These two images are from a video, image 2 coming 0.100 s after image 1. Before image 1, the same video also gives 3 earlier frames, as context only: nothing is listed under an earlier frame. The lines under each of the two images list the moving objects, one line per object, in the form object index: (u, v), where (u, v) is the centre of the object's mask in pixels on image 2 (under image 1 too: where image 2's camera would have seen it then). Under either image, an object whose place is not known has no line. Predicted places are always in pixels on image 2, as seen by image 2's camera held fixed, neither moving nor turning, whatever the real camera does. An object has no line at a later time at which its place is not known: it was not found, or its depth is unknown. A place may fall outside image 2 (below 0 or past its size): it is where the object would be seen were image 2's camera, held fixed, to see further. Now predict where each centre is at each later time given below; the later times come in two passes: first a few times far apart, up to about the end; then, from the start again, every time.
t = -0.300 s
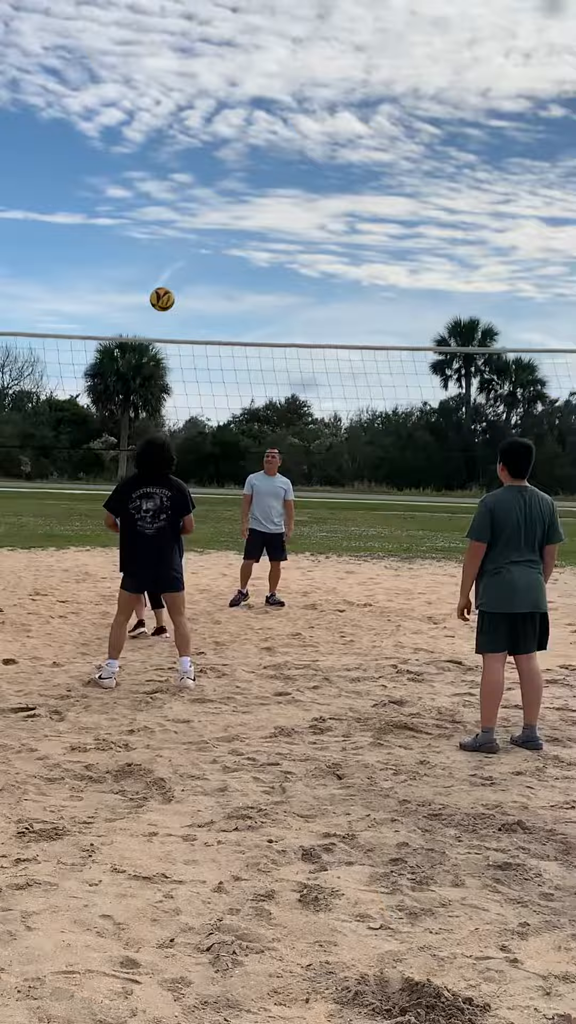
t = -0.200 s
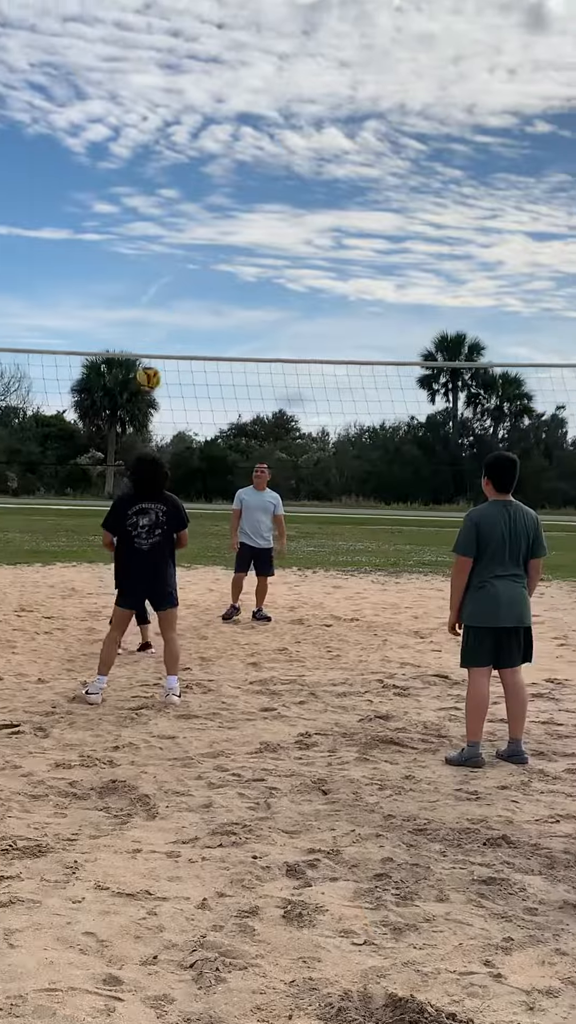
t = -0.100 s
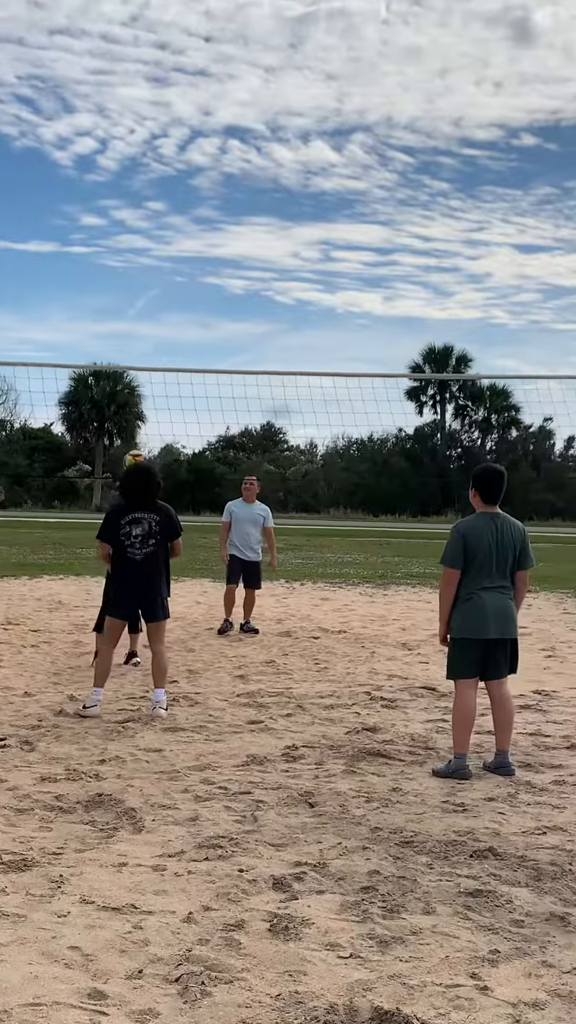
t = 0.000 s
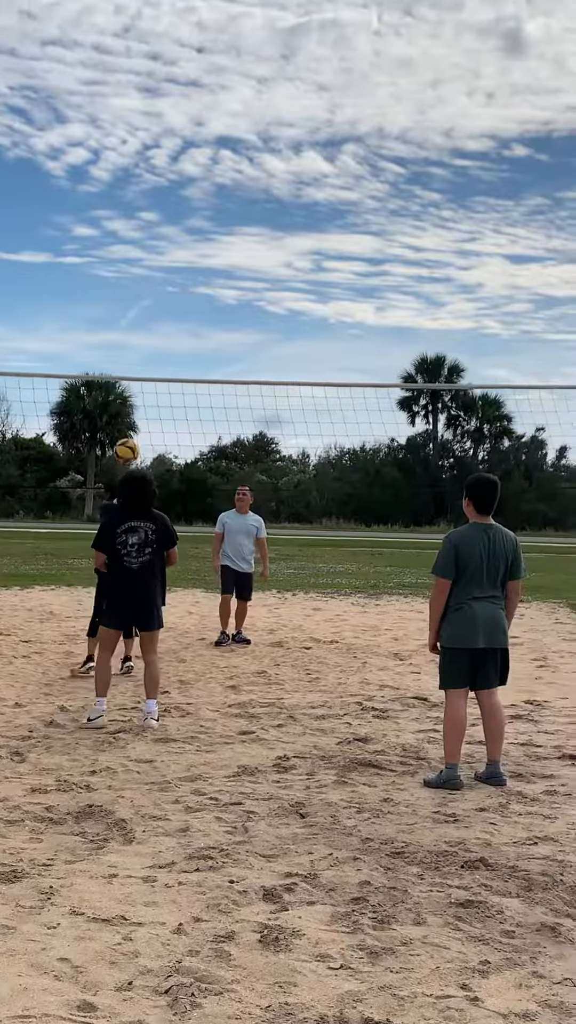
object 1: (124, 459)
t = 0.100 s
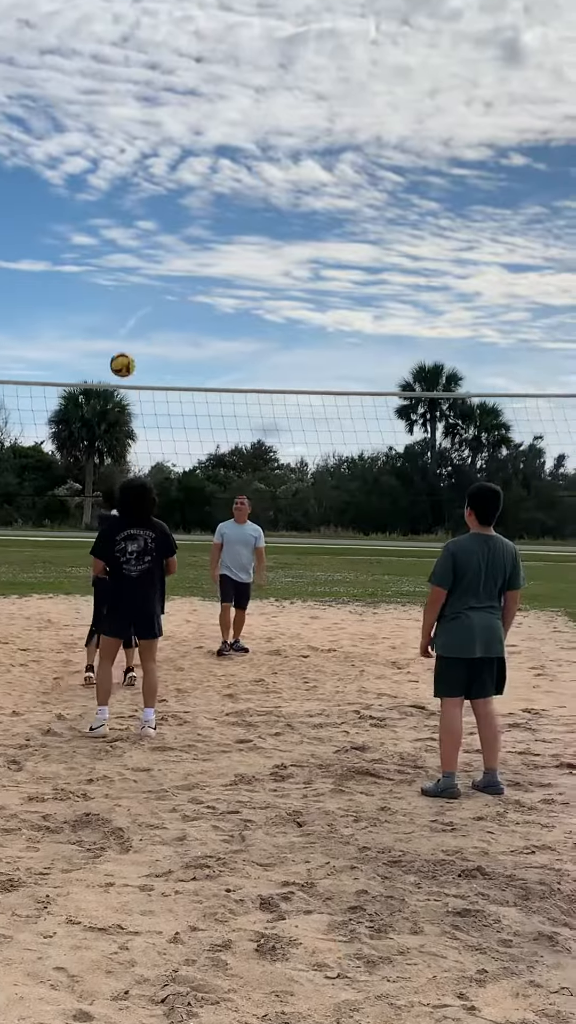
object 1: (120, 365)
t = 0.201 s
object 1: (119, 280)
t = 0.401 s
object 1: (115, 147)
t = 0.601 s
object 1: (112, 61)
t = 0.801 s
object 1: (108, 24)
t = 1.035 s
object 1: (100, 43)
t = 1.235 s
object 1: (93, 114)
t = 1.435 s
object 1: (79, 232)
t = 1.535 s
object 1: (71, 306)
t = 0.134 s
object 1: (119, 335)
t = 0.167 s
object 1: (118, 307)
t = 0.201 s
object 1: (119, 280)
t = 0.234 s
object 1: (117, 255)
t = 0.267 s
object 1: (117, 231)
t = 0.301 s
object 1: (117, 208)
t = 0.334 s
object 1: (116, 185)
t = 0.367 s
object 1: (114, 165)
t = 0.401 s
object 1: (115, 147)
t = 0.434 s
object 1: (115, 129)
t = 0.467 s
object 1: (115, 113)
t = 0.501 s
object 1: (113, 98)
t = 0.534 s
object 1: (113, 84)
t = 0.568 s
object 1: (112, 72)
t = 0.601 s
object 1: (112, 61)
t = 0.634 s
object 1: (112, 52)
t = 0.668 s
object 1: (110, 43)
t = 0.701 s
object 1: (110, 36)
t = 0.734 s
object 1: (110, 31)
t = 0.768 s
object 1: (109, 26)
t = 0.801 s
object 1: (108, 24)
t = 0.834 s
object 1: (108, 22)
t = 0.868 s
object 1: (107, 22)
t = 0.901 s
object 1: (106, 23)
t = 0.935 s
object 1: (105, 26)
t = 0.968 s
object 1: (103, 30)
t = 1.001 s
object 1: (102, 36)
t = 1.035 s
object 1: (100, 43)
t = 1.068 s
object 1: (100, 51)
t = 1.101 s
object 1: (98, 61)
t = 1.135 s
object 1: (96, 72)
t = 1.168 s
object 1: (95, 85)
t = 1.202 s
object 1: (93, 98)
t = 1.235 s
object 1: (93, 114)
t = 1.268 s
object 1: (90, 130)
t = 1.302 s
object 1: (89, 148)
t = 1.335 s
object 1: (85, 167)
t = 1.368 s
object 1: (84, 187)
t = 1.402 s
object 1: (82, 210)
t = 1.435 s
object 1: (79, 232)
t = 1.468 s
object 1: (78, 256)
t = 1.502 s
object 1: (74, 280)
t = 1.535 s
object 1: (71, 306)
